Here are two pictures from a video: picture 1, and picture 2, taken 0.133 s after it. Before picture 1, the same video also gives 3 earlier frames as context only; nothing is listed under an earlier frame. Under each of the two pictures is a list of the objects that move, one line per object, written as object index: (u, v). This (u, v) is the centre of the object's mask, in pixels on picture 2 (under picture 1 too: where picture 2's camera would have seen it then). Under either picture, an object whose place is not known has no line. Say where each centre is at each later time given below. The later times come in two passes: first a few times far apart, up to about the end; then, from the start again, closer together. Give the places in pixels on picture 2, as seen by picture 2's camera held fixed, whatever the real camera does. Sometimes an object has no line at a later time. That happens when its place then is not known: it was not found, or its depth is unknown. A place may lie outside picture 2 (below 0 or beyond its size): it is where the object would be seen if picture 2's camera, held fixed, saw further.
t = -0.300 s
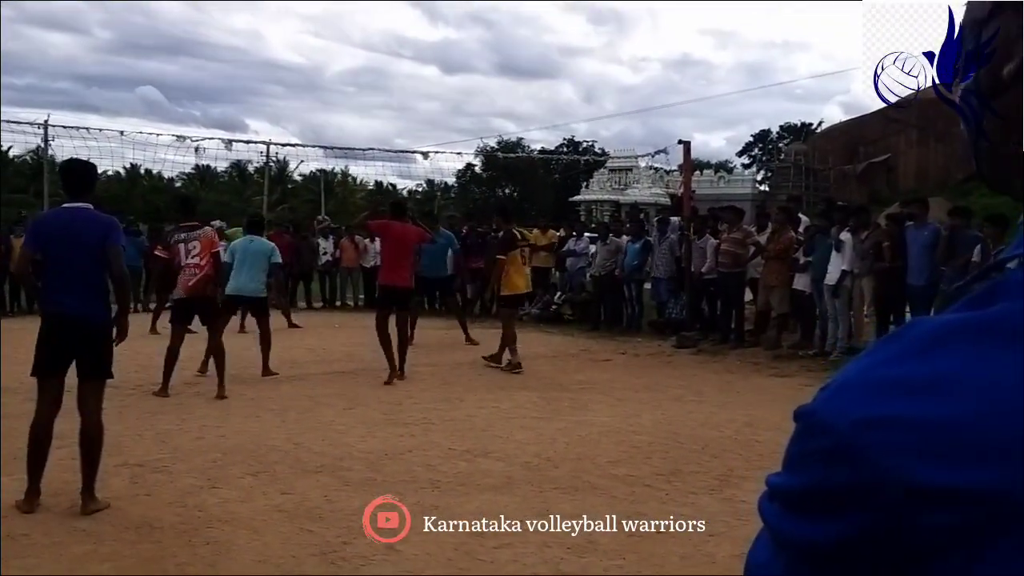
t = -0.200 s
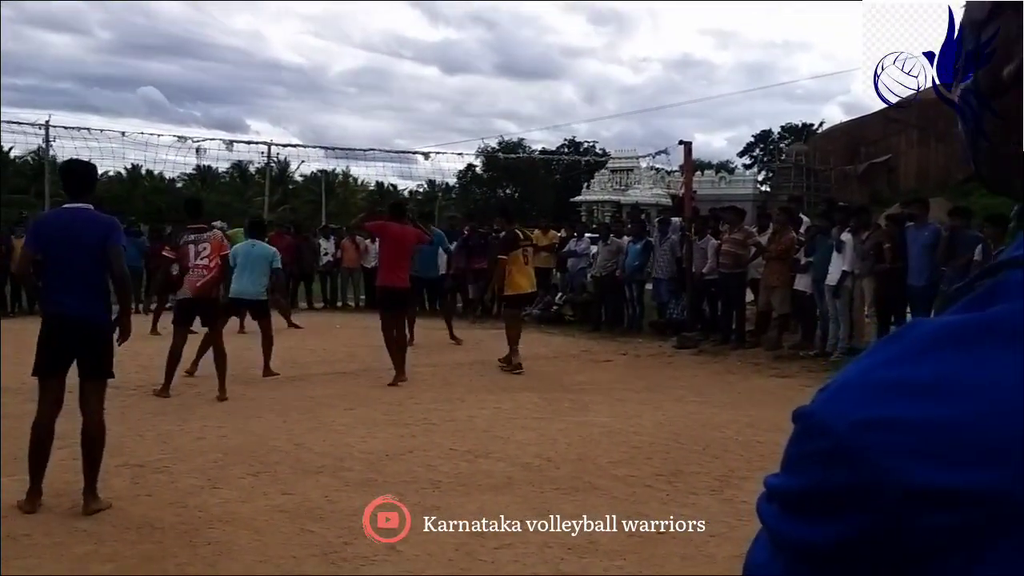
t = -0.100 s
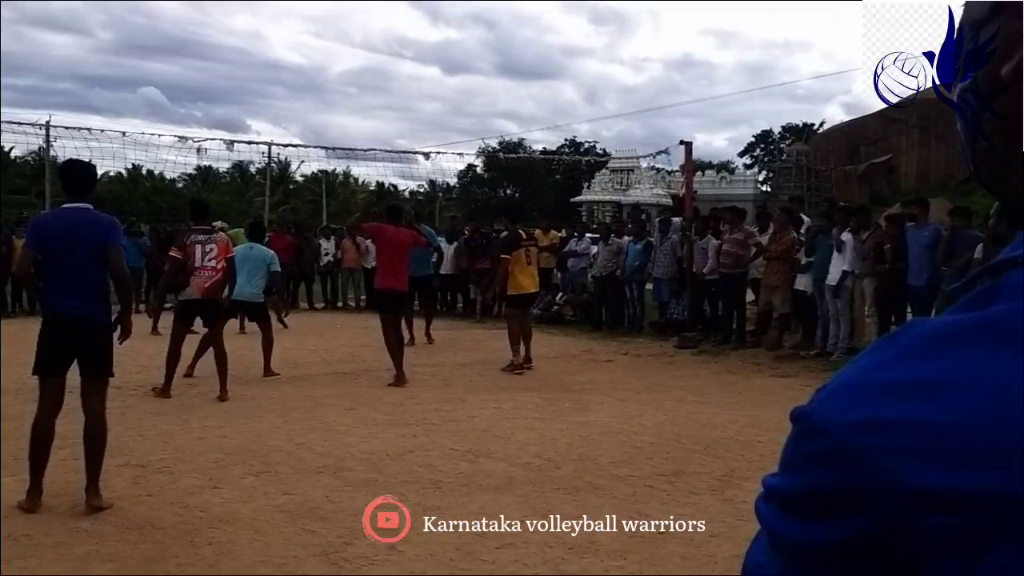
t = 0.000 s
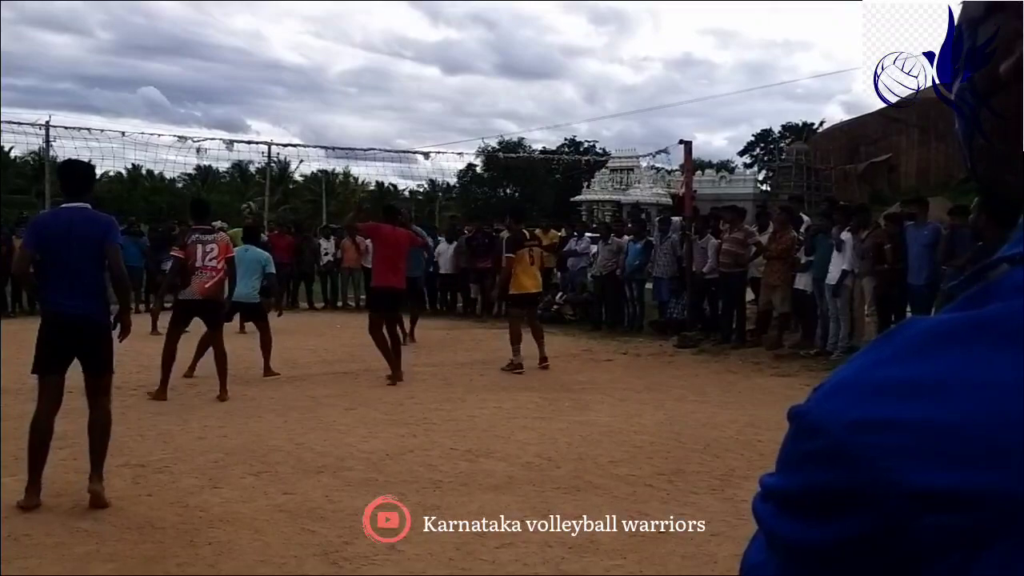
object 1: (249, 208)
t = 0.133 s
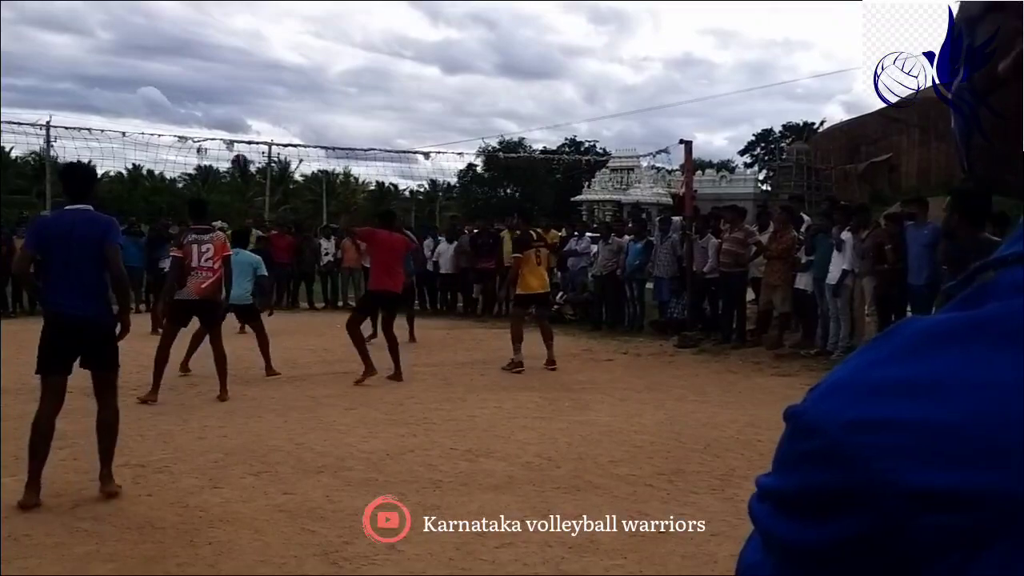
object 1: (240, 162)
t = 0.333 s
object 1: (222, 108)
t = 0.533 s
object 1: (203, 80)
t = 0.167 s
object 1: (237, 151)
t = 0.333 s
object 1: (222, 108)
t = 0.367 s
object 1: (219, 102)
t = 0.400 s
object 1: (216, 96)
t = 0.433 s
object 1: (213, 91)
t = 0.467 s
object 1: (210, 86)
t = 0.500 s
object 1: (206, 83)
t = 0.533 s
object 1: (203, 80)
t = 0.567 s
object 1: (199, 78)
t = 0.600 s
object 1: (195, 78)
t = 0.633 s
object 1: (192, 78)
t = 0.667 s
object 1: (188, 80)
